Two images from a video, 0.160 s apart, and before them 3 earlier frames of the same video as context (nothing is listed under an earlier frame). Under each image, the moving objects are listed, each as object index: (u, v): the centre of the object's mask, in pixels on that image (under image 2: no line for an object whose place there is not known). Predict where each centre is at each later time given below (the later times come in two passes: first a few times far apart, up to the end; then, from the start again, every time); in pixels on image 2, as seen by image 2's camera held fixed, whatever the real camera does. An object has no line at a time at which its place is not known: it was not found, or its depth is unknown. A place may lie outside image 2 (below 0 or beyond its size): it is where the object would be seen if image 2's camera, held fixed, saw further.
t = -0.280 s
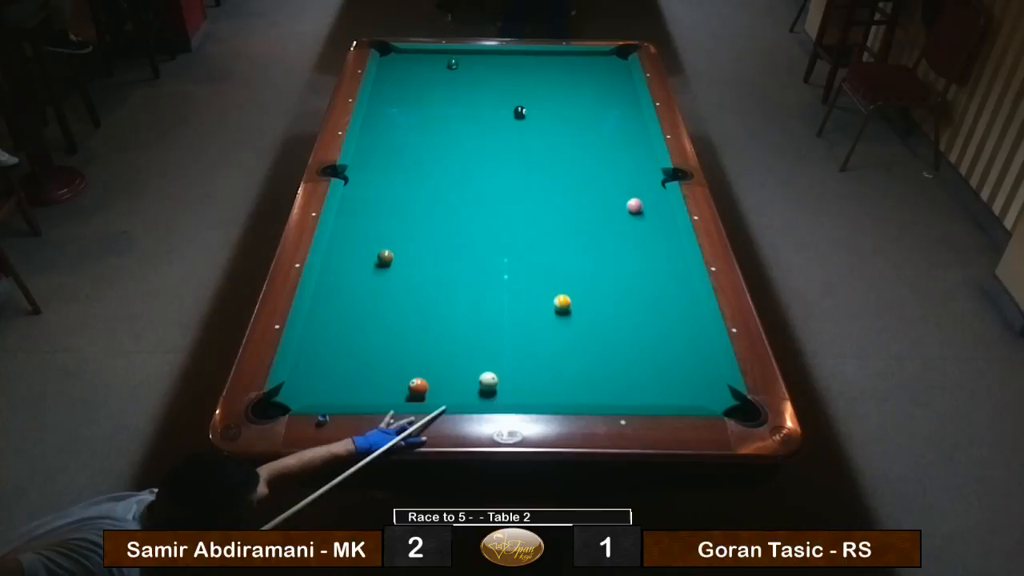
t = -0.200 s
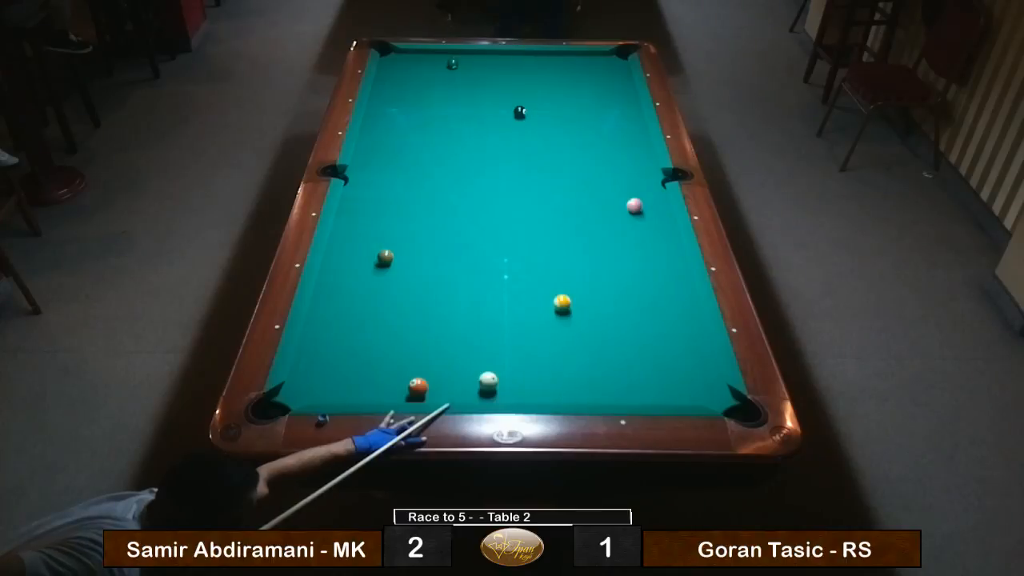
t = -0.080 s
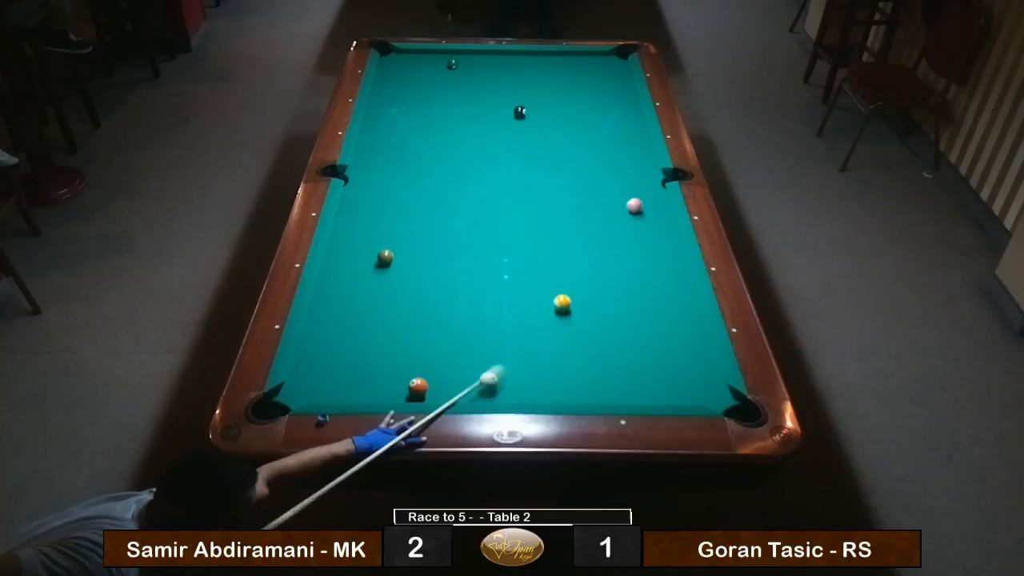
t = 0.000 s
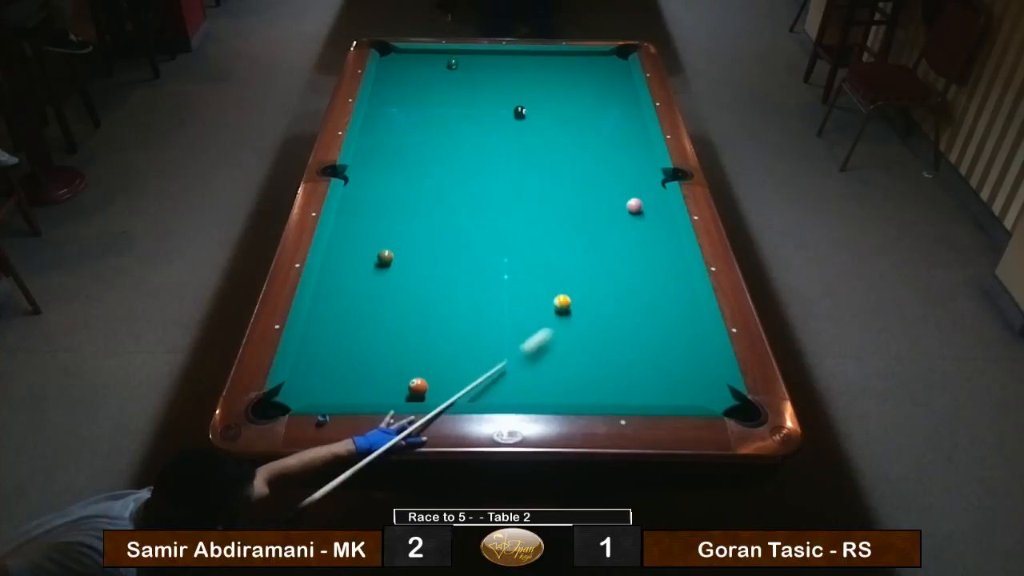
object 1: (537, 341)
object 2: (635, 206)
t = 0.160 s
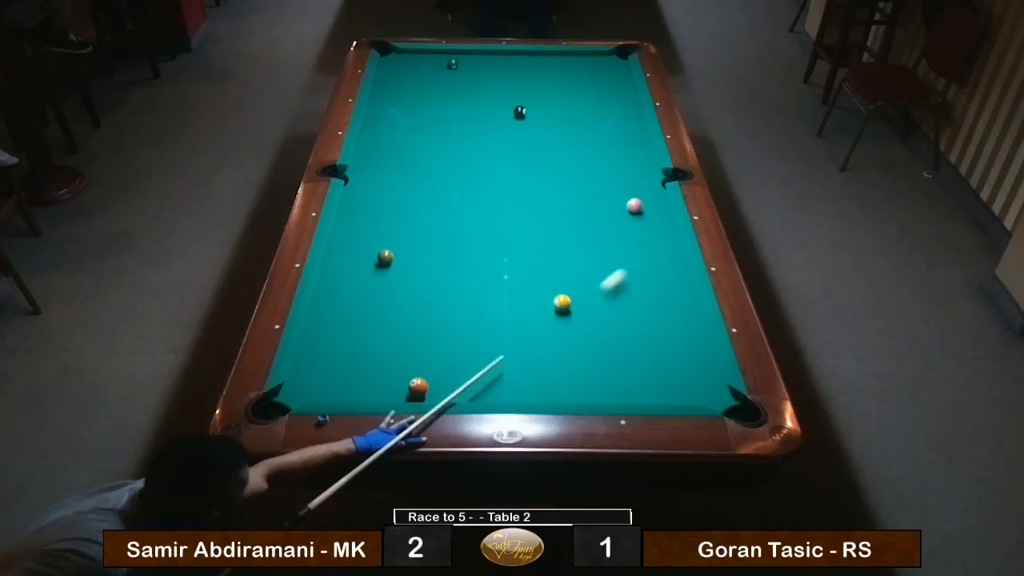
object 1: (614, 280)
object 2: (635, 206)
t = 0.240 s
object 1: (645, 255)
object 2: (635, 206)
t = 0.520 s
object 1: (633, 212)
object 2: (613, 184)
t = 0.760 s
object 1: (609, 202)
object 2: (581, 151)
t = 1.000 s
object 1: (587, 192)
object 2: (554, 123)
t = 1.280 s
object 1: (564, 182)
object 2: (526, 94)
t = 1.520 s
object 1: (545, 174)
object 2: (505, 72)
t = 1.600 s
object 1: (539, 172)
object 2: (498, 66)
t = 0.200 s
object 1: (629, 267)
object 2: (635, 206)
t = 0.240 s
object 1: (645, 255)
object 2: (635, 206)
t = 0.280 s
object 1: (659, 243)
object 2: (635, 206)
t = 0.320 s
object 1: (669, 232)
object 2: (635, 206)
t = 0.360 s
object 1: (657, 222)
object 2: (635, 206)
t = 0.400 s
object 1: (645, 214)
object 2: (633, 204)
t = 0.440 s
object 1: (640, 213)
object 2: (628, 198)
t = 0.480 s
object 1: (636, 213)
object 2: (620, 191)
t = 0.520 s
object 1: (633, 212)
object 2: (613, 184)
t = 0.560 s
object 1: (629, 211)
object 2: (607, 178)
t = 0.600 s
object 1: (625, 209)
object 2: (601, 172)
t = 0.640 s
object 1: (621, 207)
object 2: (596, 166)
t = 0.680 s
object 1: (617, 205)
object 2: (591, 161)
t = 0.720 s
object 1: (613, 204)
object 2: (586, 156)
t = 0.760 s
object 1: (609, 202)
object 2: (581, 151)
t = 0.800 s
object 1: (605, 200)
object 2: (576, 146)
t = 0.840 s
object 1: (602, 199)
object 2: (572, 141)
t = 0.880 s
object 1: (598, 197)
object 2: (567, 137)
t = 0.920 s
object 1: (594, 196)
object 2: (562, 132)
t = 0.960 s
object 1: (591, 194)
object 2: (558, 127)
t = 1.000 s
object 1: (587, 192)
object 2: (554, 123)
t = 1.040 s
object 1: (584, 191)
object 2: (550, 118)
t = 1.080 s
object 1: (580, 189)
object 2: (545, 114)
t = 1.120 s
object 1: (577, 188)
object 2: (541, 110)
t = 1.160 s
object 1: (573, 186)
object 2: (537, 106)
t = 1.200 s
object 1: (570, 185)
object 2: (533, 102)
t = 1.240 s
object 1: (567, 184)
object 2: (530, 98)
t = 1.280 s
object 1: (564, 182)
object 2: (526, 94)
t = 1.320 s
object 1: (560, 181)
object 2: (522, 90)
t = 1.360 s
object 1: (557, 179)
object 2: (519, 87)
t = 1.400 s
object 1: (554, 178)
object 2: (515, 83)
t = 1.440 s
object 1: (551, 177)
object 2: (511, 79)
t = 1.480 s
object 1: (548, 175)
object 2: (508, 76)
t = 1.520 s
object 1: (545, 174)
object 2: (505, 72)
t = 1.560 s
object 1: (542, 173)
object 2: (501, 69)
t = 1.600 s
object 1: (539, 172)
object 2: (498, 66)
